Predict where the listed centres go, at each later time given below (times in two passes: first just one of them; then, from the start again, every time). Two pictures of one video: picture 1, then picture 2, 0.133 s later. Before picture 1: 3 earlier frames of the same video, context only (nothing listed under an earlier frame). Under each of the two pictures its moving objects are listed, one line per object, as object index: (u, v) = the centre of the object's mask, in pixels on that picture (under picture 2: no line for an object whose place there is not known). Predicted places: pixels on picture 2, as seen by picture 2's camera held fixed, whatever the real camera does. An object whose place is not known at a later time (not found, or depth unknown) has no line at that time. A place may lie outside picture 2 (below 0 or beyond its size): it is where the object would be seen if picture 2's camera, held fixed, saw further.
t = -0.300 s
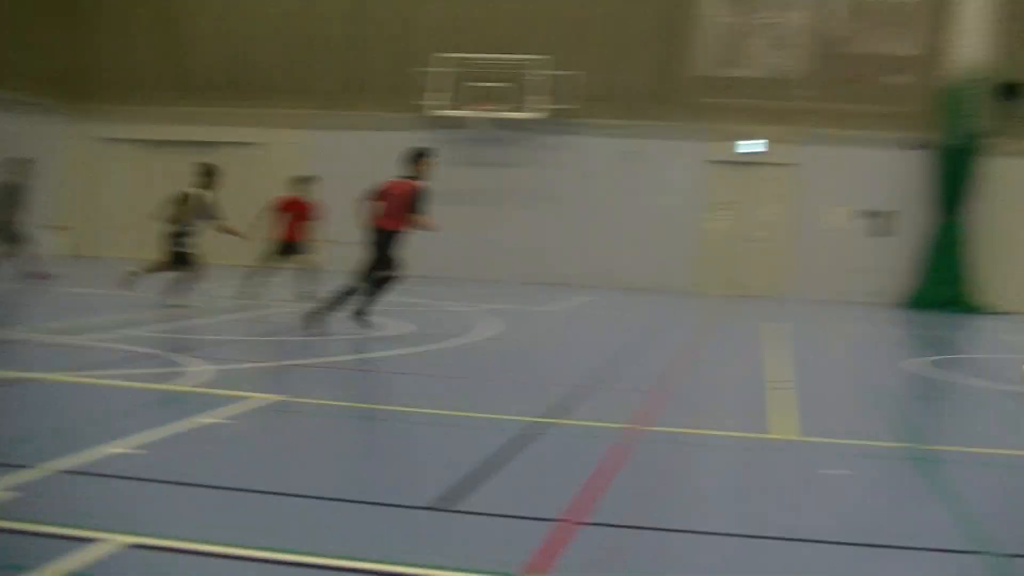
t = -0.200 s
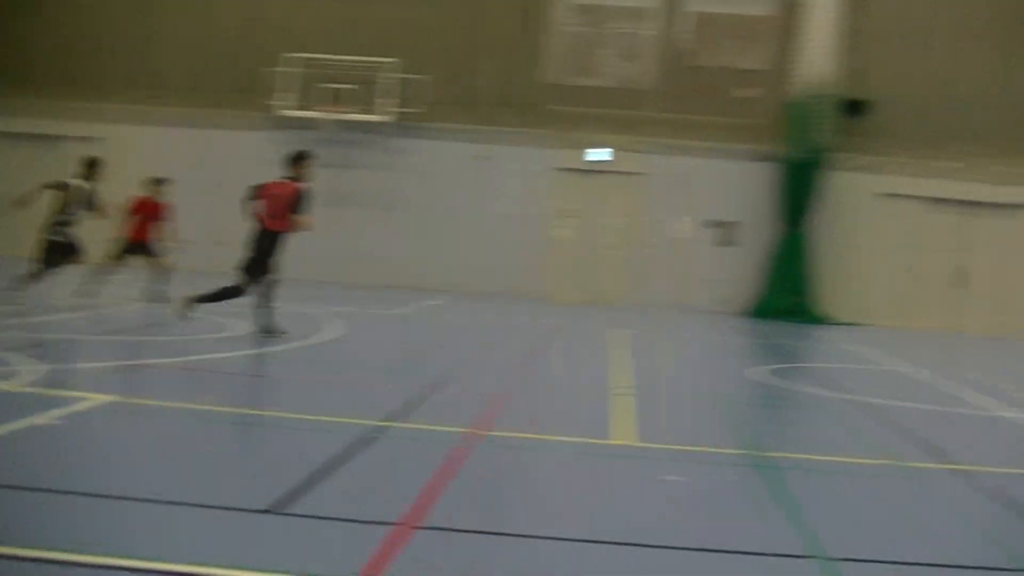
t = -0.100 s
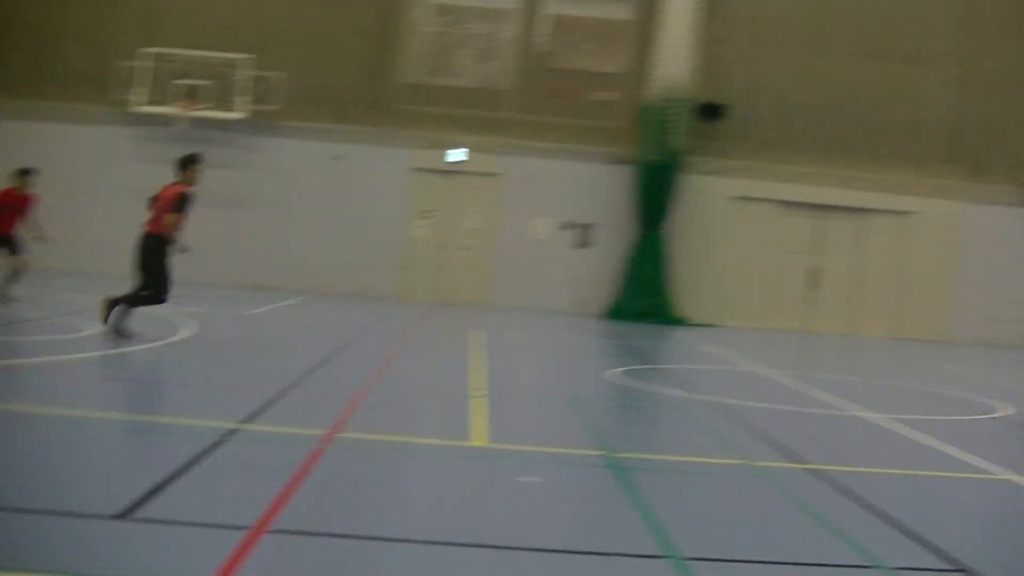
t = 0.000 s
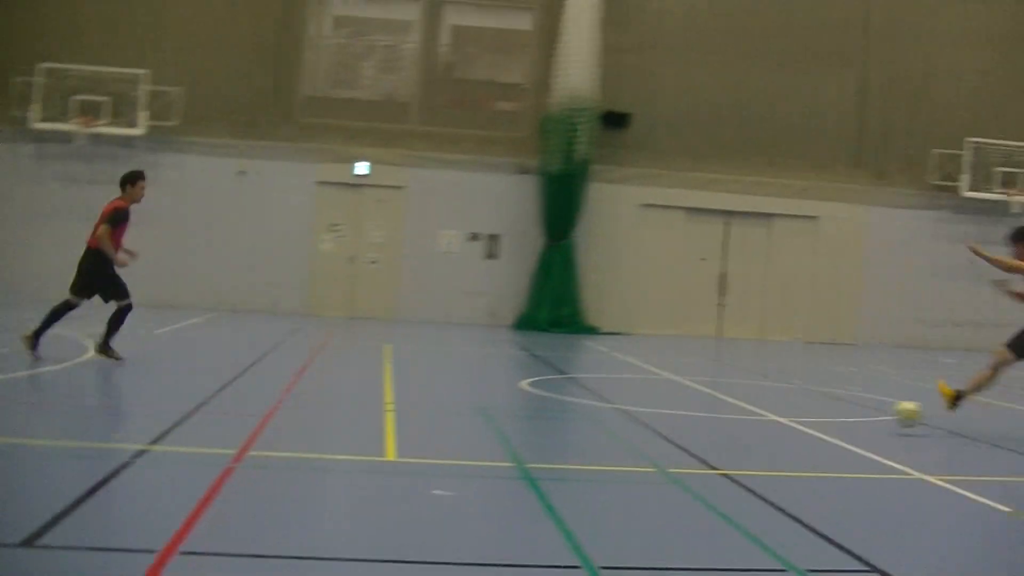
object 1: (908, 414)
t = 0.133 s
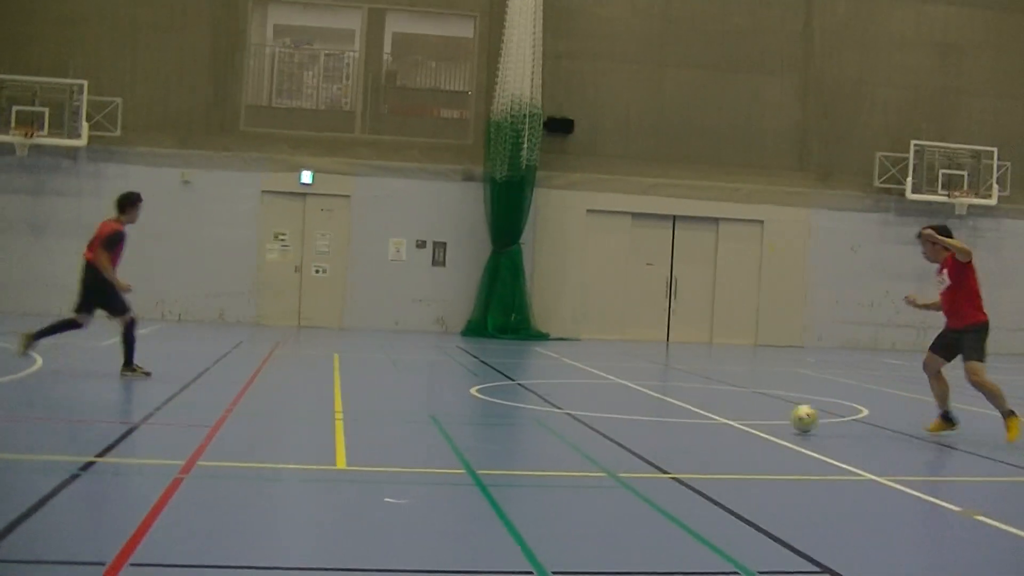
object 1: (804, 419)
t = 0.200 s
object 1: (779, 416)
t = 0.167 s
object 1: (792, 419)
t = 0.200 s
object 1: (779, 416)
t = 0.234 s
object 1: (766, 414)
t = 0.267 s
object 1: (752, 414)
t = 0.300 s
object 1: (740, 417)
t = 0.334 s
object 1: (727, 416)
